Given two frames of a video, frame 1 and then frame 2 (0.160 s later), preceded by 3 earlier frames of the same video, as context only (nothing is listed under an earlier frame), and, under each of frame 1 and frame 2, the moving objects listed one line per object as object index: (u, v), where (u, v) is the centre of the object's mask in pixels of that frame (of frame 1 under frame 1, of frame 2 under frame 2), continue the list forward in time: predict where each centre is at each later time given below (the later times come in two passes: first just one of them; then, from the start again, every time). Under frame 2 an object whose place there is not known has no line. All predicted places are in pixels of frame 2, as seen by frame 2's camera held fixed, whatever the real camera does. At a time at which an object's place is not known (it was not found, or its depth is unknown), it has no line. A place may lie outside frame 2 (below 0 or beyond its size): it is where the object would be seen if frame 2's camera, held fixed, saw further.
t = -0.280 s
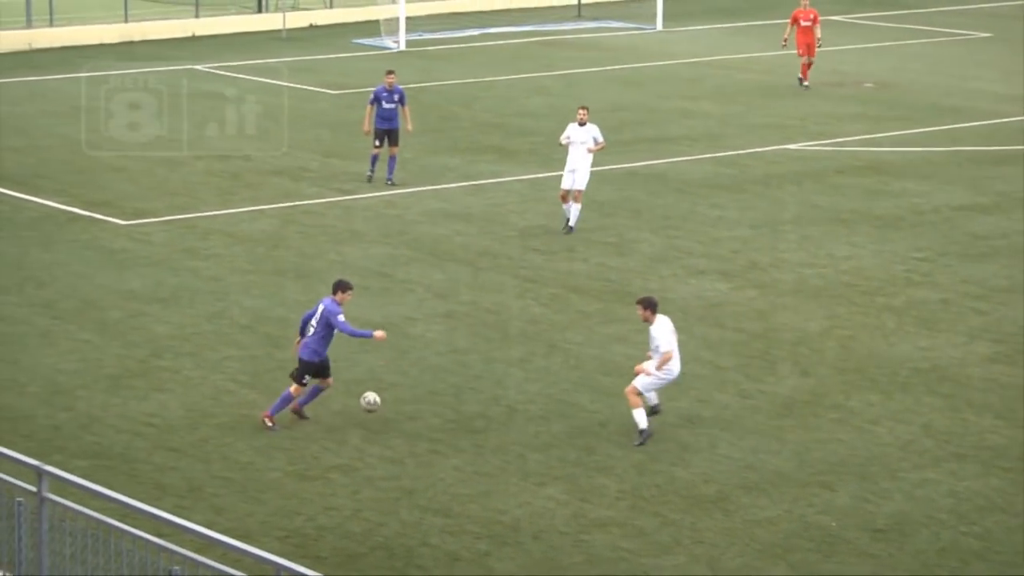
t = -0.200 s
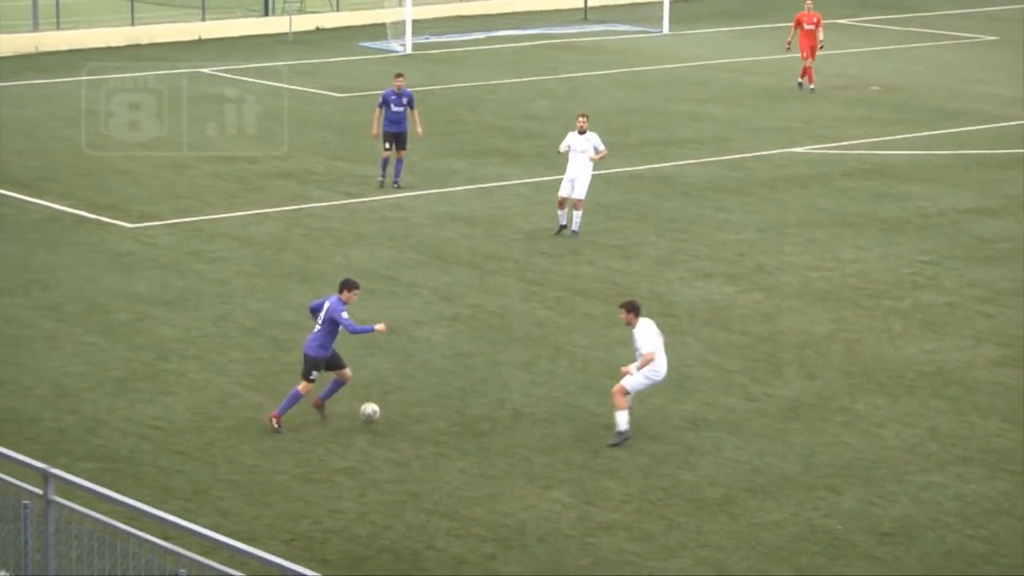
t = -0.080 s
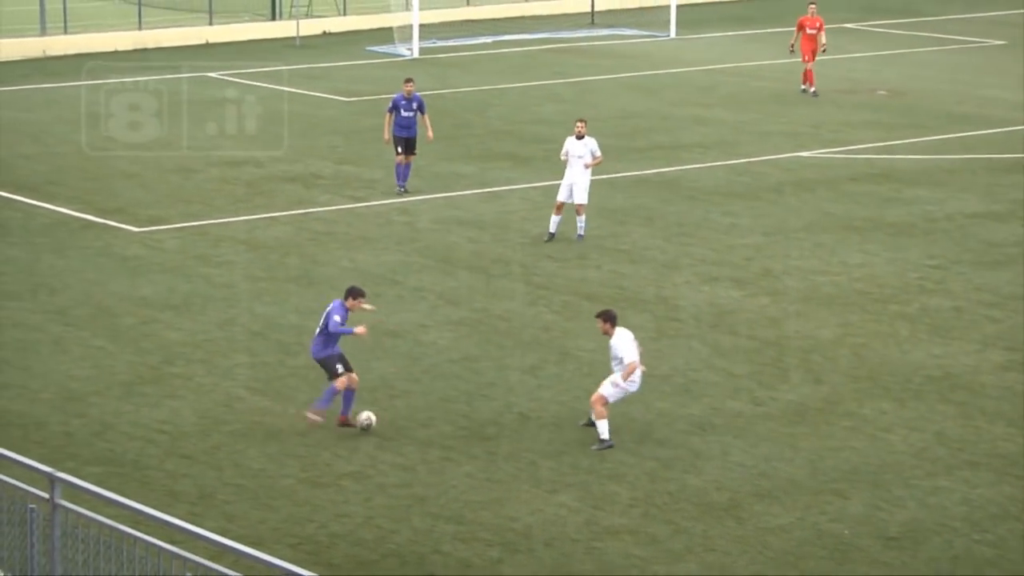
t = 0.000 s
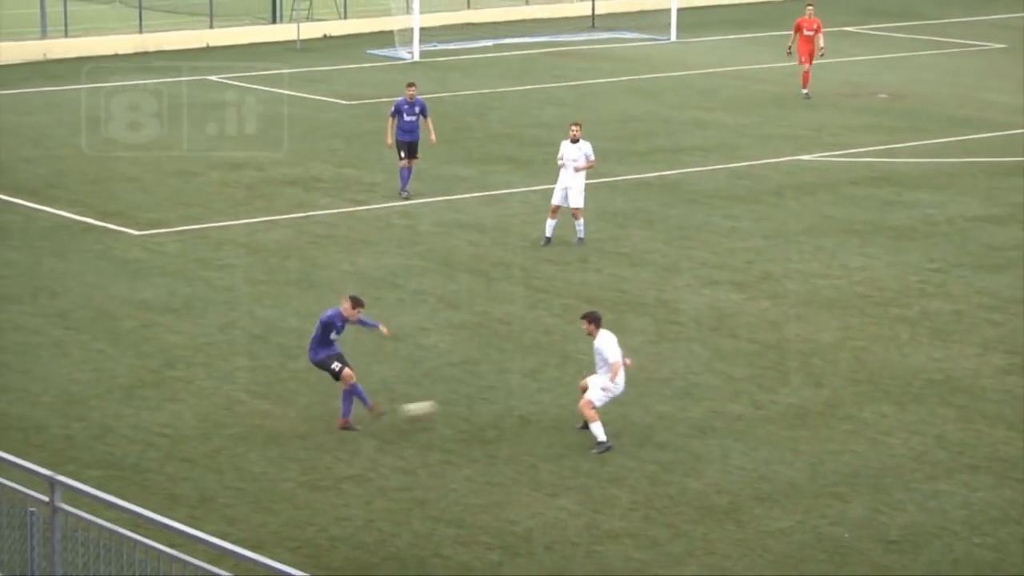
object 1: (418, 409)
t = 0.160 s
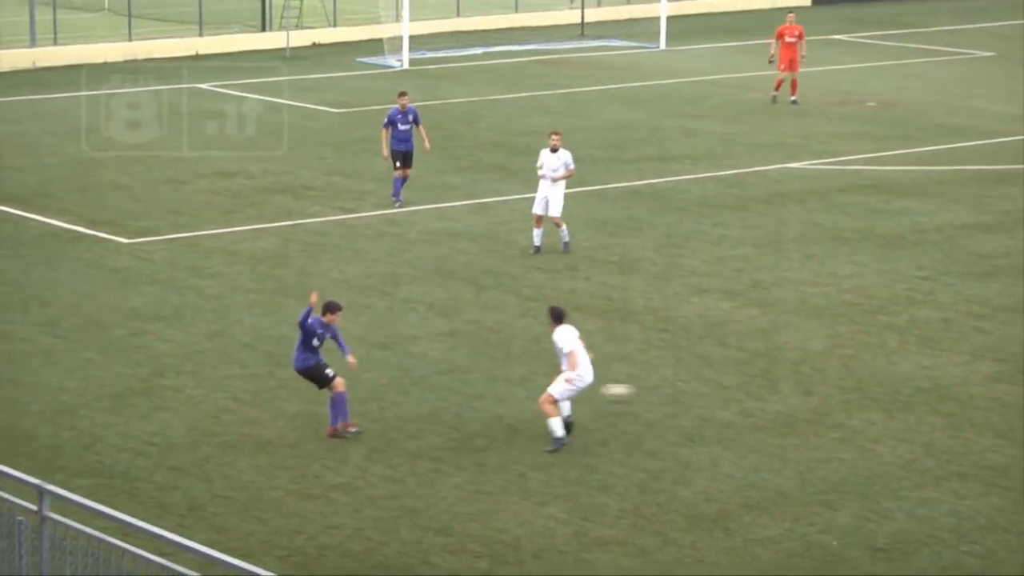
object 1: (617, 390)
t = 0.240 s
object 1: (715, 390)
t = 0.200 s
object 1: (668, 390)
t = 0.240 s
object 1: (715, 390)
